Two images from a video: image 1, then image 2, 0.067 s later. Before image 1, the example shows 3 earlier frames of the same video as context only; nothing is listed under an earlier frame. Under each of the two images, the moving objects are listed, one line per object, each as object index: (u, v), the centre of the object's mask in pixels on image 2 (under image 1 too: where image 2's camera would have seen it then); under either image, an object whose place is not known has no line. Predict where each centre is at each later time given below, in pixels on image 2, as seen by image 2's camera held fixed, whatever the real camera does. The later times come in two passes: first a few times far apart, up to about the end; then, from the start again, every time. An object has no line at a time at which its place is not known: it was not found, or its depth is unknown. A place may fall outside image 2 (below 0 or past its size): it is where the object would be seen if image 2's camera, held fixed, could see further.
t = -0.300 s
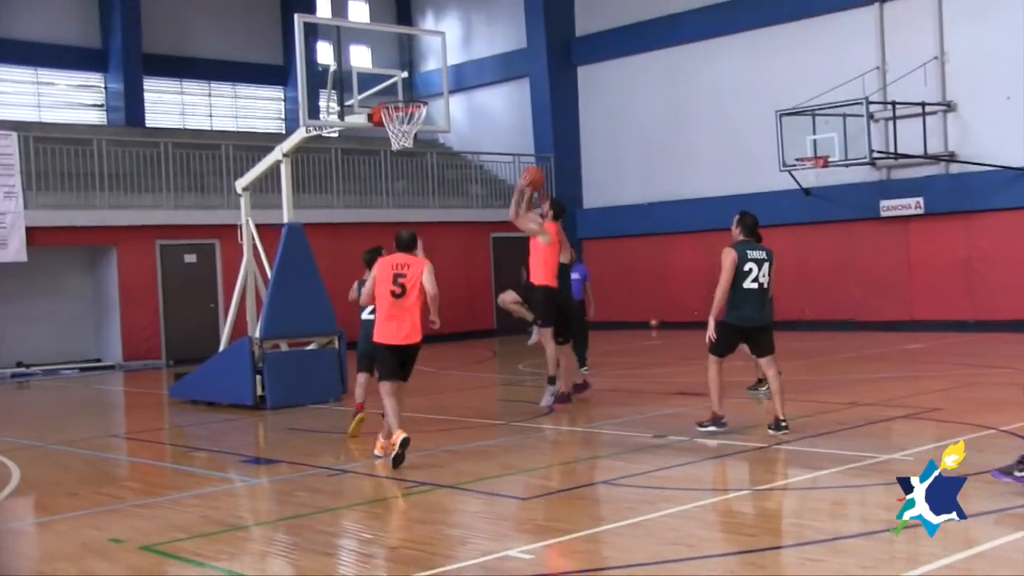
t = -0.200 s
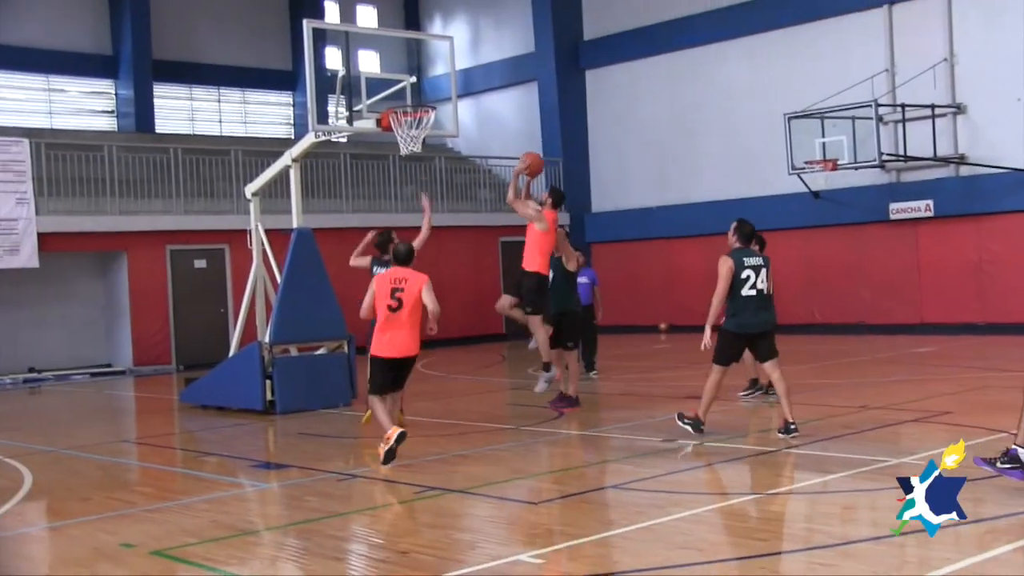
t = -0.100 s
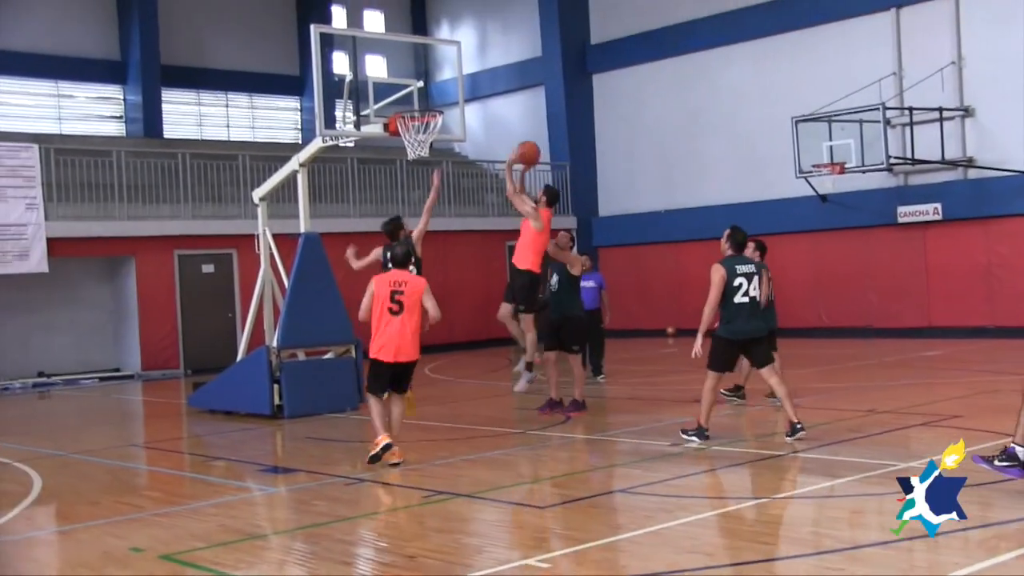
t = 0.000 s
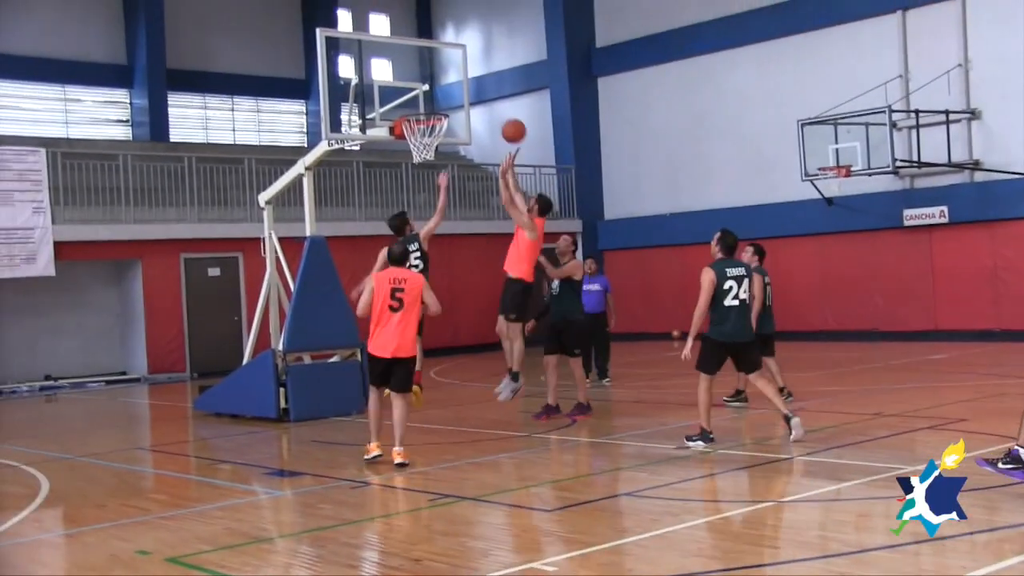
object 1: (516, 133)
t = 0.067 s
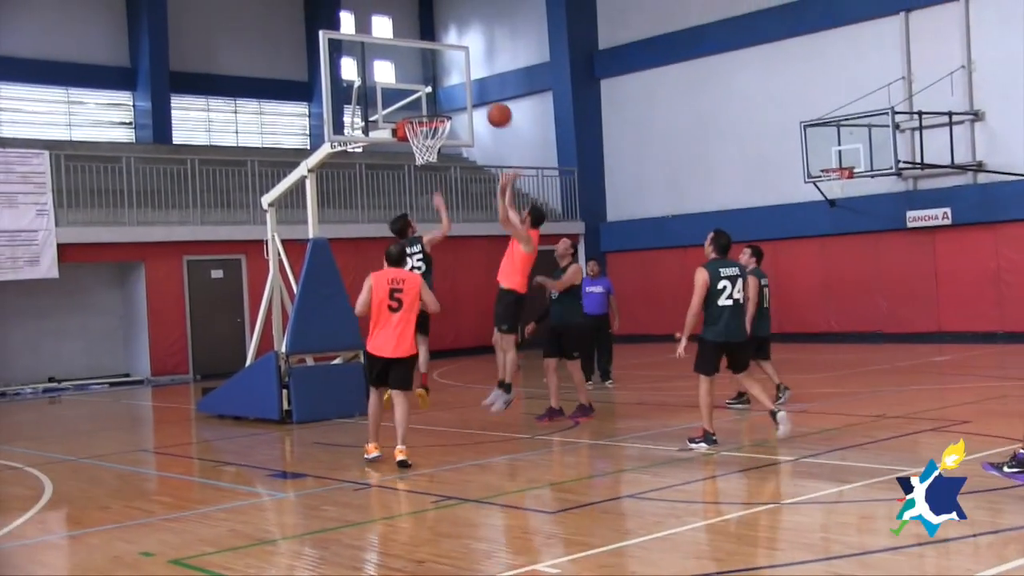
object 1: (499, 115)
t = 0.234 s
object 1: (459, 91)
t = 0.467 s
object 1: (406, 103)
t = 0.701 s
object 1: (395, 107)
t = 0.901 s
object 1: (383, 120)
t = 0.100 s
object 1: (491, 108)
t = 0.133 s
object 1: (483, 102)
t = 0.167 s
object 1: (475, 98)
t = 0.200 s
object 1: (467, 94)
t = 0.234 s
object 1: (459, 91)
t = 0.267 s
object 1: (451, 90)
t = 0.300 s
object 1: (443, 89)
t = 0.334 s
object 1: (435, 89)
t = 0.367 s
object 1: (429, 91)
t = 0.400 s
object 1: (421, 94)
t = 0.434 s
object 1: (413, 98)
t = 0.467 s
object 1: (406, 103)
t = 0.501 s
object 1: (399, 108)
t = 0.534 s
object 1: (394, 107)
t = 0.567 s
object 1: (391, 107)
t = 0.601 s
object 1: (392, 106)
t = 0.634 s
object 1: (393, 105)
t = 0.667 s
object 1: (394, 105)
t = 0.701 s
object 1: (395, 107)
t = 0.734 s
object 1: (394, 108)
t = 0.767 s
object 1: (392, 109)
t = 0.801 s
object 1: (389, 110)
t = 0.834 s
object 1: (388, 112)
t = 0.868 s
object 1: (385, 115)
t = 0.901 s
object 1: (383, 120)
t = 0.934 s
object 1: (380, 126)
